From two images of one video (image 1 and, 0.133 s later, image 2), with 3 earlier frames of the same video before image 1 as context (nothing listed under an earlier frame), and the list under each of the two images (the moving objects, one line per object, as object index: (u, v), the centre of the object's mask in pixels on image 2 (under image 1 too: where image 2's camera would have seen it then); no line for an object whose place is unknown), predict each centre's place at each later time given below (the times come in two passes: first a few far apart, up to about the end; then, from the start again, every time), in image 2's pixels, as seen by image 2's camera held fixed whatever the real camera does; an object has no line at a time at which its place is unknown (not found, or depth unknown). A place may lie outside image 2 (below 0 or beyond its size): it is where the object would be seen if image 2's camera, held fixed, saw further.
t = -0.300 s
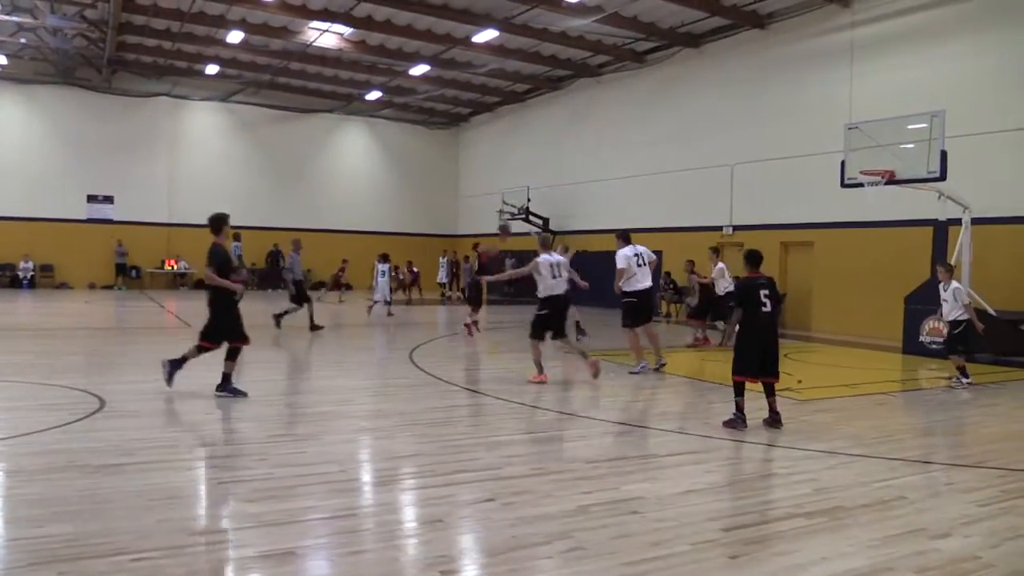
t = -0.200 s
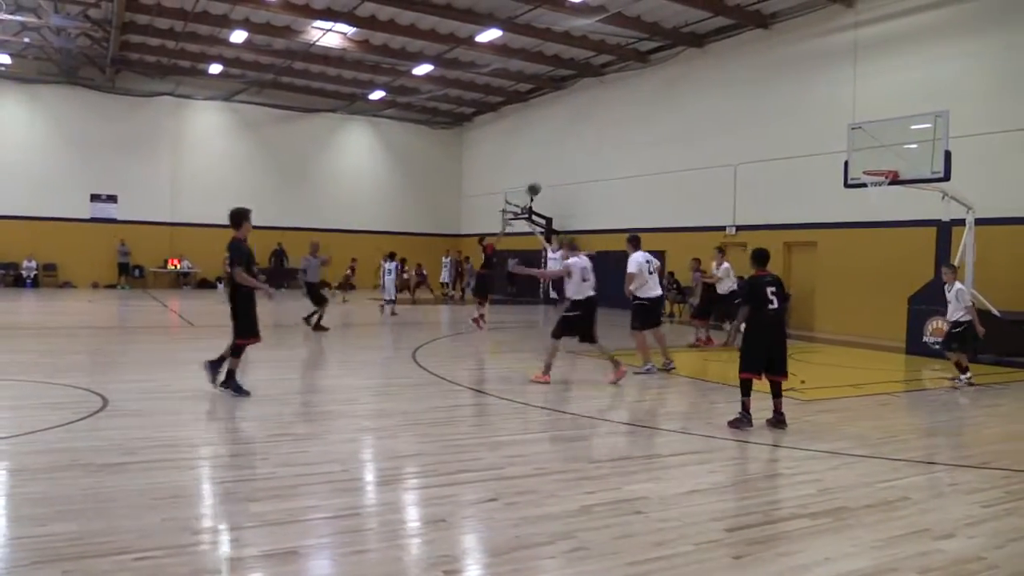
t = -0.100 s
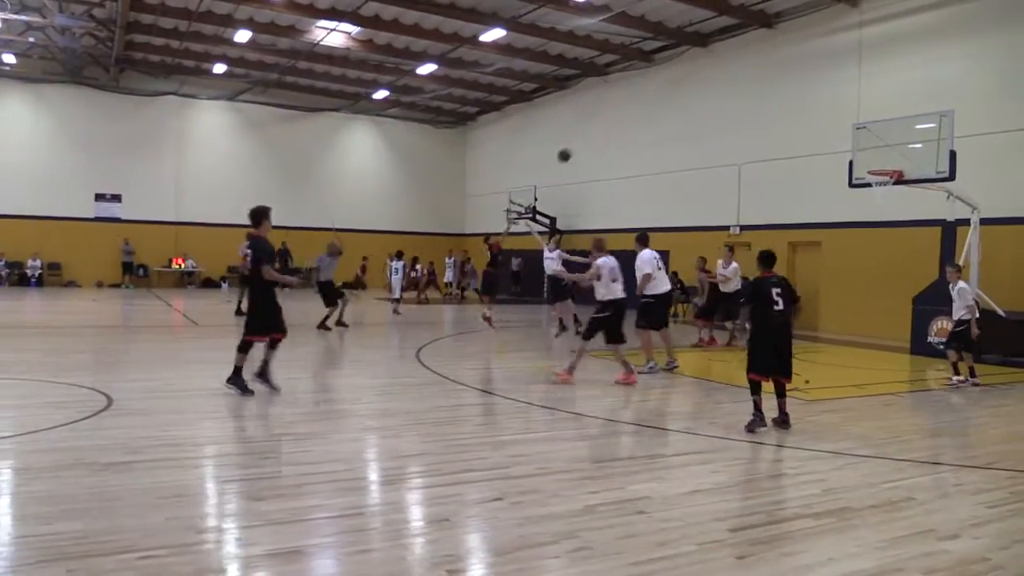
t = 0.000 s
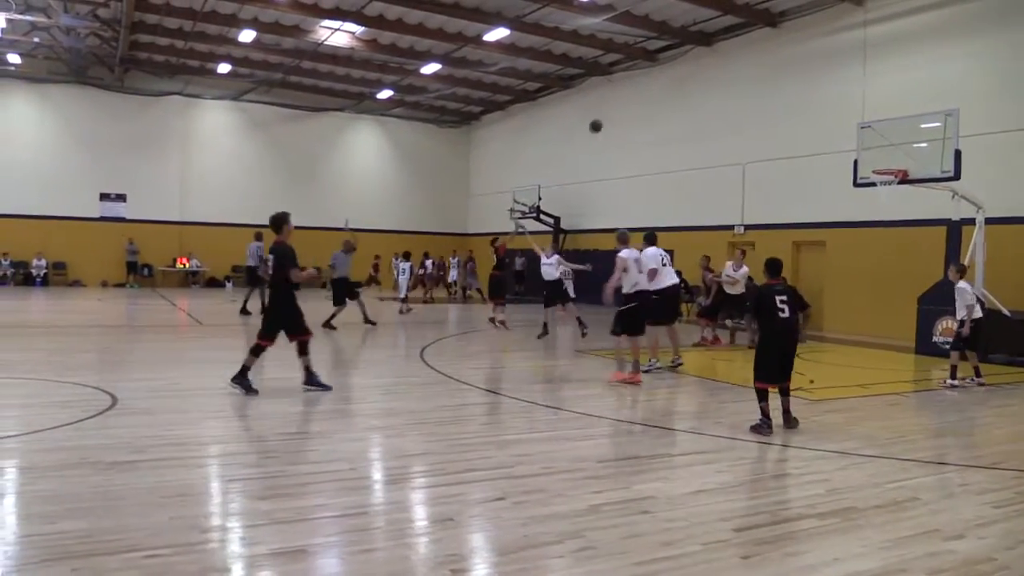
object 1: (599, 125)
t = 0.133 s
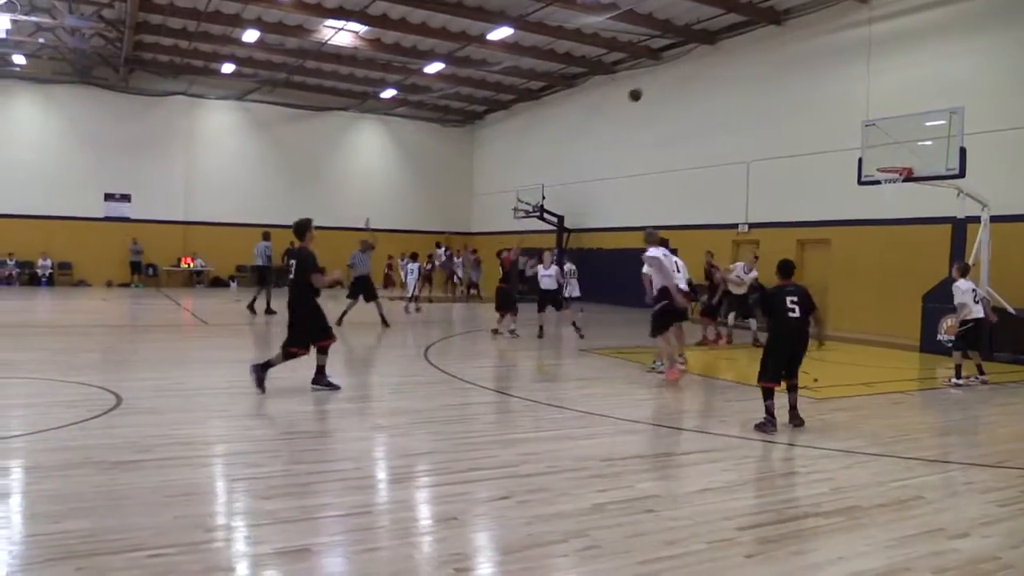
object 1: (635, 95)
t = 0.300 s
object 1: (680, 70)
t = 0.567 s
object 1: (755, 64)
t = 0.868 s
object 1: (840, 106)
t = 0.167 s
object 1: (644, 89)
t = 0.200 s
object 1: (653, 83)
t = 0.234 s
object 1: (662, 78)
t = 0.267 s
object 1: (671, 74)
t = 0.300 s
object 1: (680, 70)
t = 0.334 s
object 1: (690, 67)
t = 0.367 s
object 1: (699, 65)
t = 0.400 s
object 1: (708, 63)
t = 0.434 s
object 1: (718, 62)
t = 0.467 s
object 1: (727, 61)
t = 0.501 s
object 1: (736, 62)
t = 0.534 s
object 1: (745, 62)
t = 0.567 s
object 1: (755, 64)
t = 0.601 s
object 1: (764, 66)
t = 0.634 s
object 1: (773, 69)
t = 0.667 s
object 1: (783, 72)
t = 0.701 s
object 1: (792, 76)
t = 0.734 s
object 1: (802, 81)
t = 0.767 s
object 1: (811, 86)
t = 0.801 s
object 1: (821, 92)
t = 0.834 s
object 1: (830, 99)
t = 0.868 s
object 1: (840, 106)
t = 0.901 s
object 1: (849, 115)
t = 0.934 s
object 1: (859, 124)
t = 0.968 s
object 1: (868, 133)
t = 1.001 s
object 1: (877, 143)
